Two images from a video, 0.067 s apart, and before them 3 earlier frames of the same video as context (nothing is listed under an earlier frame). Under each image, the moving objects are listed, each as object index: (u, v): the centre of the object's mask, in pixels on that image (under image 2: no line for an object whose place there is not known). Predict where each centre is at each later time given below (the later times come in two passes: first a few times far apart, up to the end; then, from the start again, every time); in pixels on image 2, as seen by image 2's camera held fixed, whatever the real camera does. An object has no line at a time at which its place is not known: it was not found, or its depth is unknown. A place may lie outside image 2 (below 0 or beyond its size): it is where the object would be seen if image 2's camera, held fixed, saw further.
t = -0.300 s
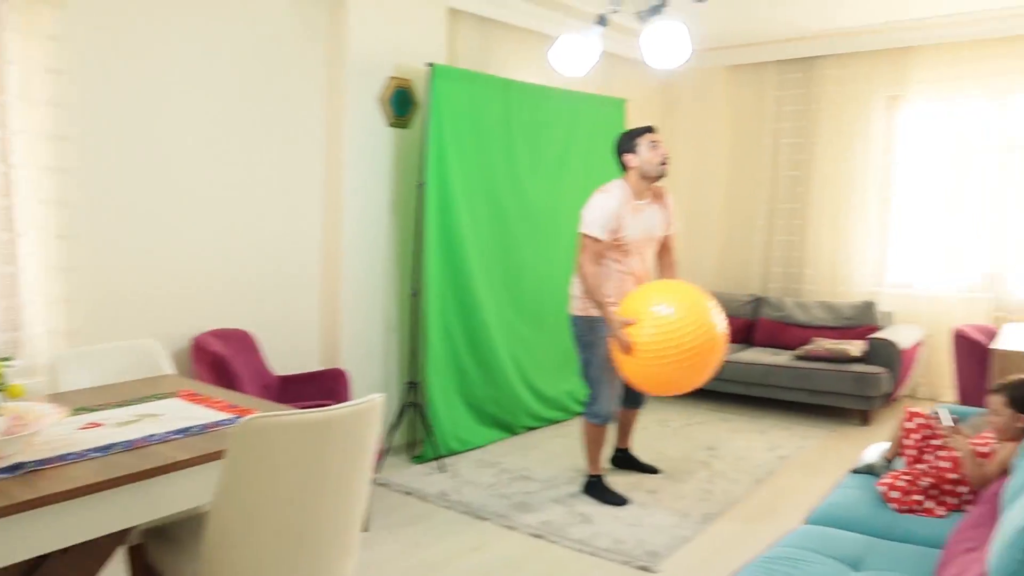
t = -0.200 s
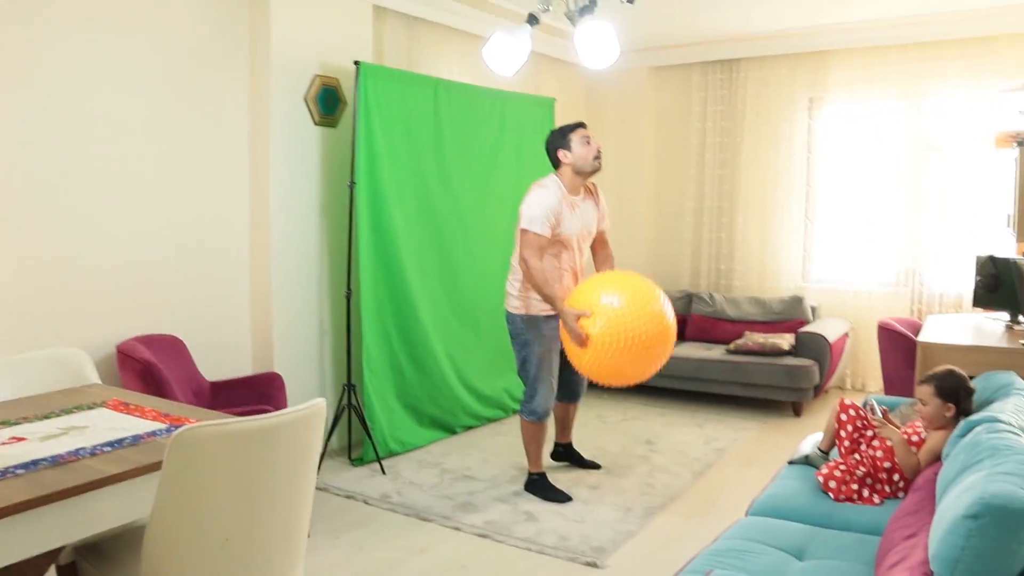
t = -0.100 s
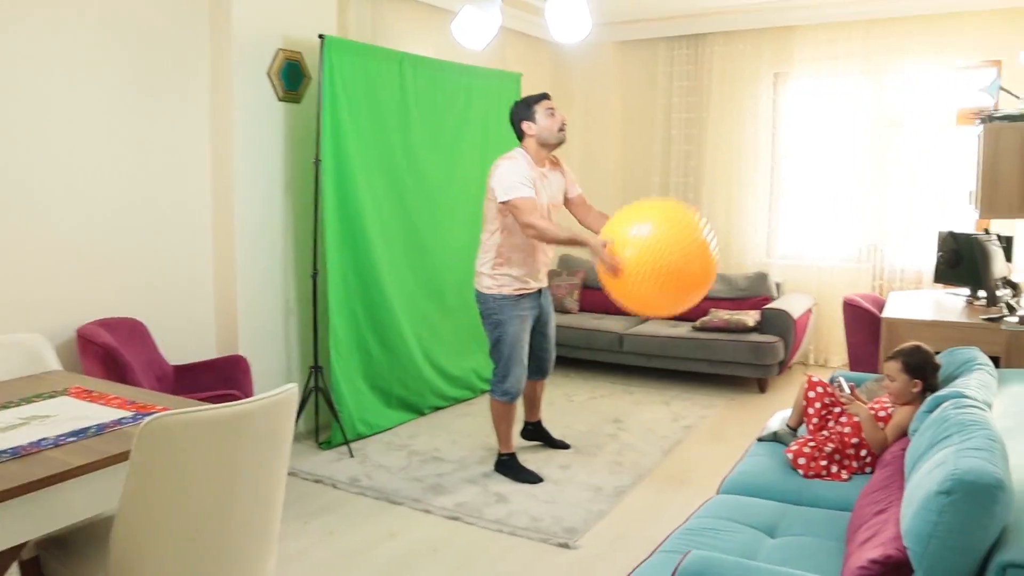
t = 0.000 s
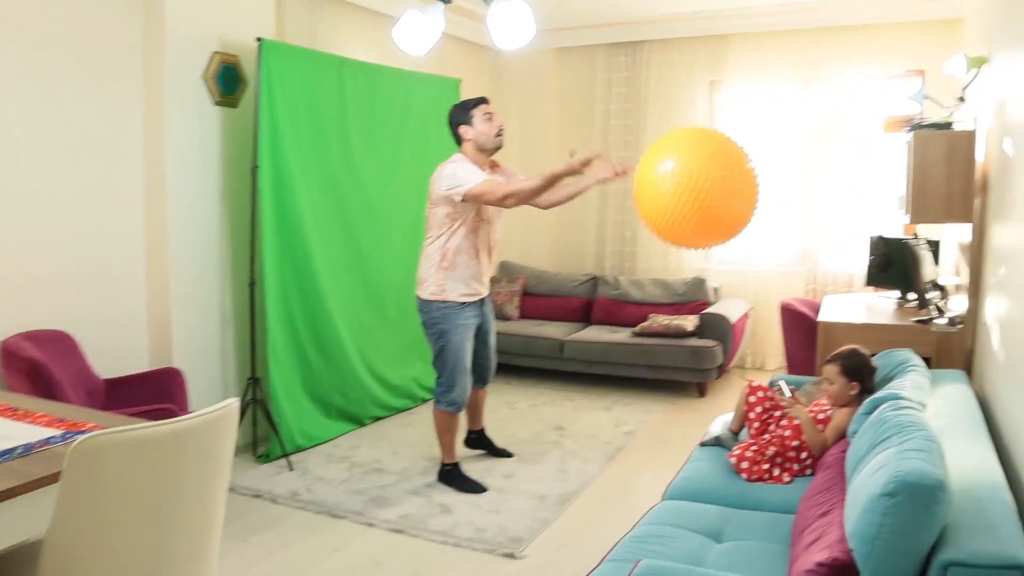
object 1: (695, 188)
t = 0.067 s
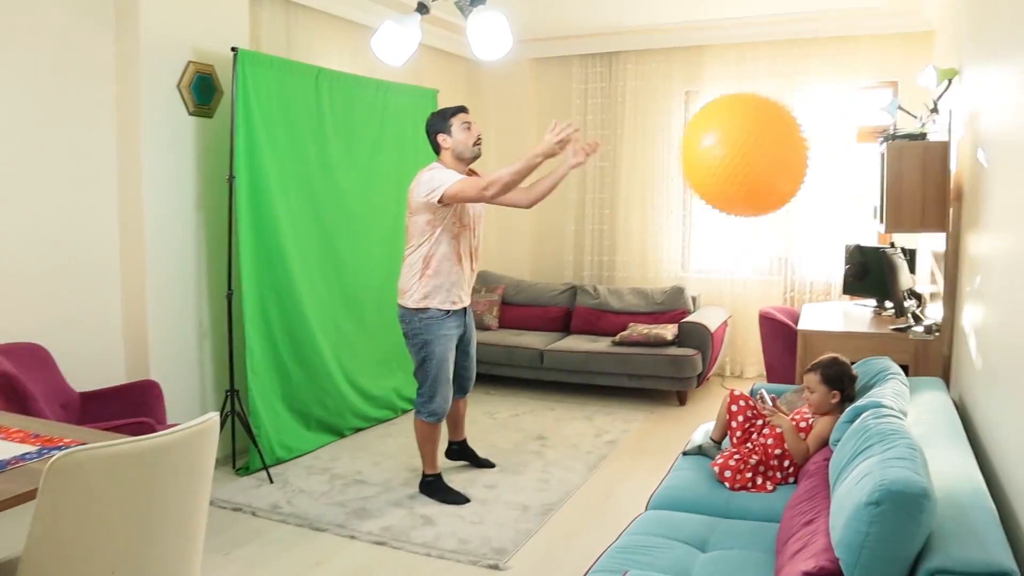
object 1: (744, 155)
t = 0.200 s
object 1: (890, 96)
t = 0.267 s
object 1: (936, 84)
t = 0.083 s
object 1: (762, 145)
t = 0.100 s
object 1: (780, 136)
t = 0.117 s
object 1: (797, 128)
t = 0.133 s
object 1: (816, 120)
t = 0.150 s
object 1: (833, 113)
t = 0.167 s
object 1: (852, 107)
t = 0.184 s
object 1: (871, 101)
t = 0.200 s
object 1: (890, 96)
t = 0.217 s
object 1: (909, 92)
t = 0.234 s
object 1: (928, 88)
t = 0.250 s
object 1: (937, 86)
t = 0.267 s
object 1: (936, 84)
